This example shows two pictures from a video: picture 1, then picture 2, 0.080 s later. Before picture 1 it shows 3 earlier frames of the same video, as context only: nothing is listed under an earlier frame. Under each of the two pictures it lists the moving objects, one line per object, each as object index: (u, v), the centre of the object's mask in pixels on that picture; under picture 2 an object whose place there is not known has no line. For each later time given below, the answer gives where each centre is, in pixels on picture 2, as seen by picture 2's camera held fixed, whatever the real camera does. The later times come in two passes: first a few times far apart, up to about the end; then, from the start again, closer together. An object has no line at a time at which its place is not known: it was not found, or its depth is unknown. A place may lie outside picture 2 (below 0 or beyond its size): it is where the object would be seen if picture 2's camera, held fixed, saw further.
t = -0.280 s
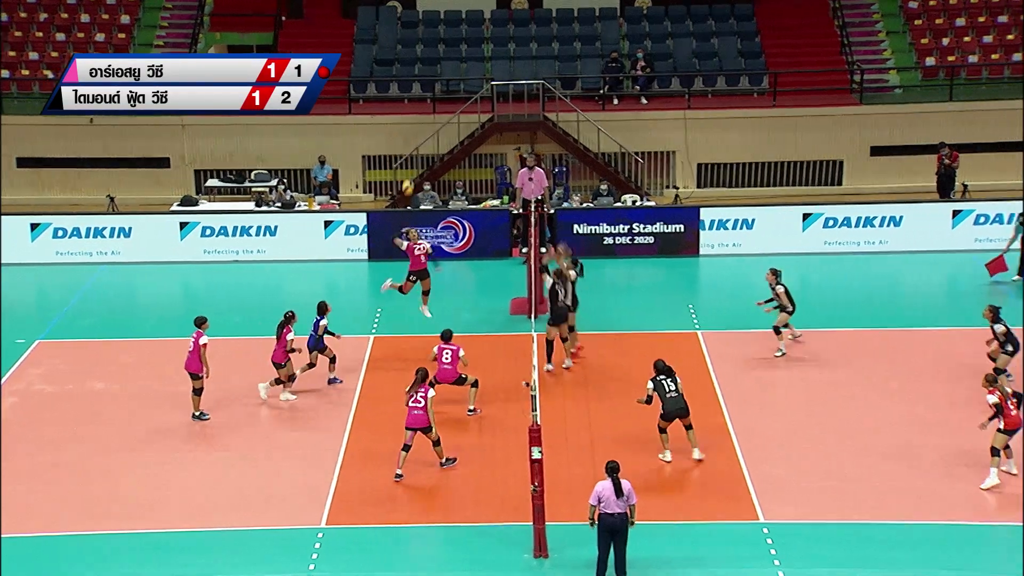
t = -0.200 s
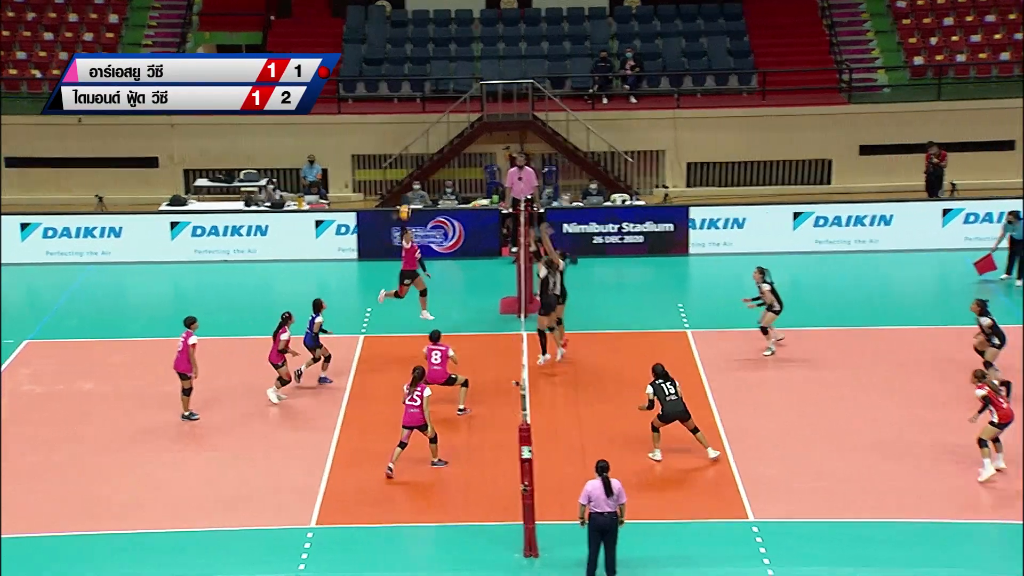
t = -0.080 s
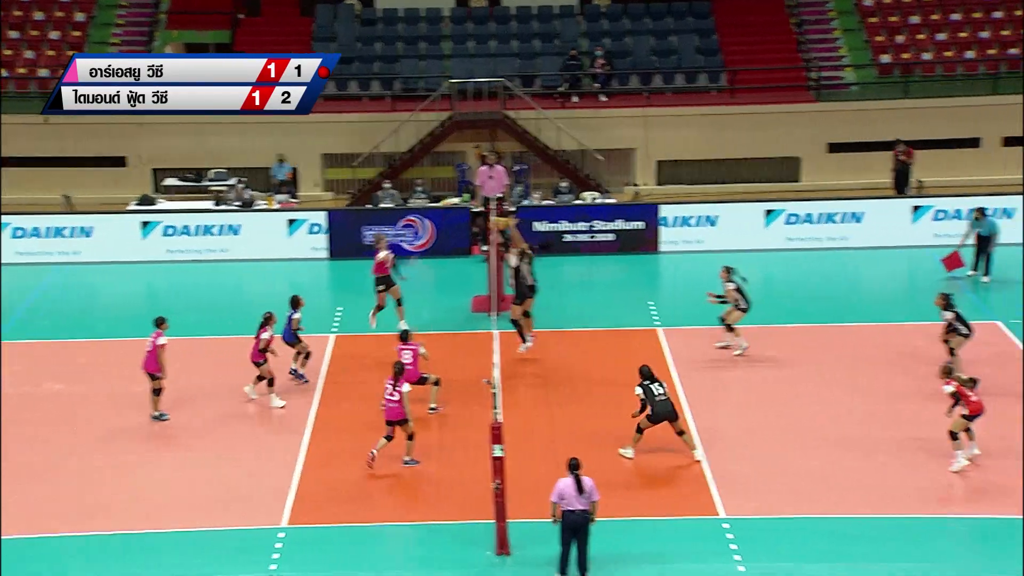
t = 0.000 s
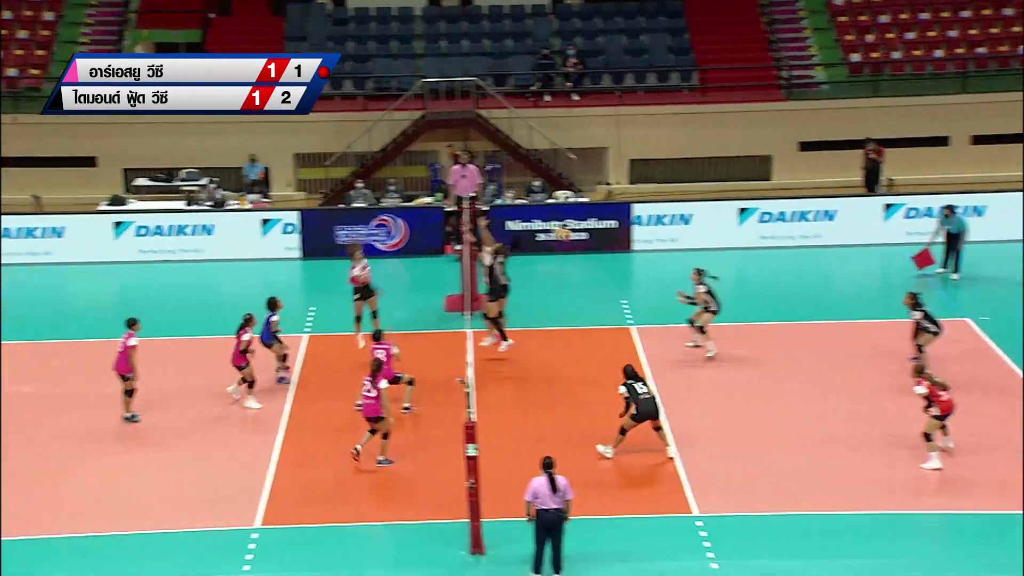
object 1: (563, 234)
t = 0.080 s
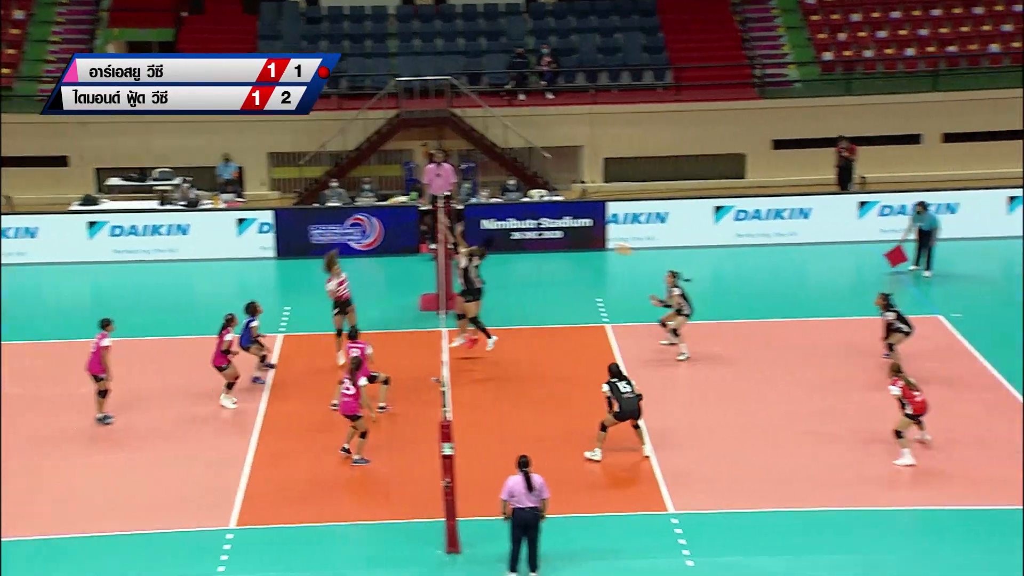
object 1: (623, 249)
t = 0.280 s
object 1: (842, 311)
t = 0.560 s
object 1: (1112, 364)
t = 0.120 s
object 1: (668, 259)
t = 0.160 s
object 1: (712, 270)
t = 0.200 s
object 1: (755, 283)
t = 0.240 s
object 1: (800, 296)
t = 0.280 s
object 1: (842, 311)
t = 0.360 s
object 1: (929, 345)
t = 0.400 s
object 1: (971, 364)
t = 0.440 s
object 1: (1016, 385)
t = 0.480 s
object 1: (1052, 390)
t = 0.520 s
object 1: (1082, 376)
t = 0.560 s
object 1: (1112, 364)
